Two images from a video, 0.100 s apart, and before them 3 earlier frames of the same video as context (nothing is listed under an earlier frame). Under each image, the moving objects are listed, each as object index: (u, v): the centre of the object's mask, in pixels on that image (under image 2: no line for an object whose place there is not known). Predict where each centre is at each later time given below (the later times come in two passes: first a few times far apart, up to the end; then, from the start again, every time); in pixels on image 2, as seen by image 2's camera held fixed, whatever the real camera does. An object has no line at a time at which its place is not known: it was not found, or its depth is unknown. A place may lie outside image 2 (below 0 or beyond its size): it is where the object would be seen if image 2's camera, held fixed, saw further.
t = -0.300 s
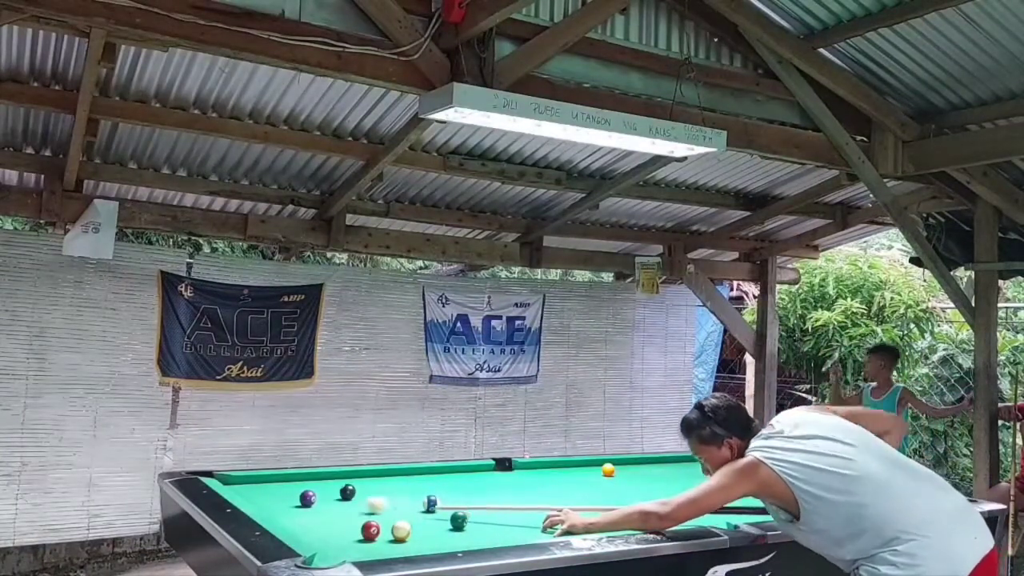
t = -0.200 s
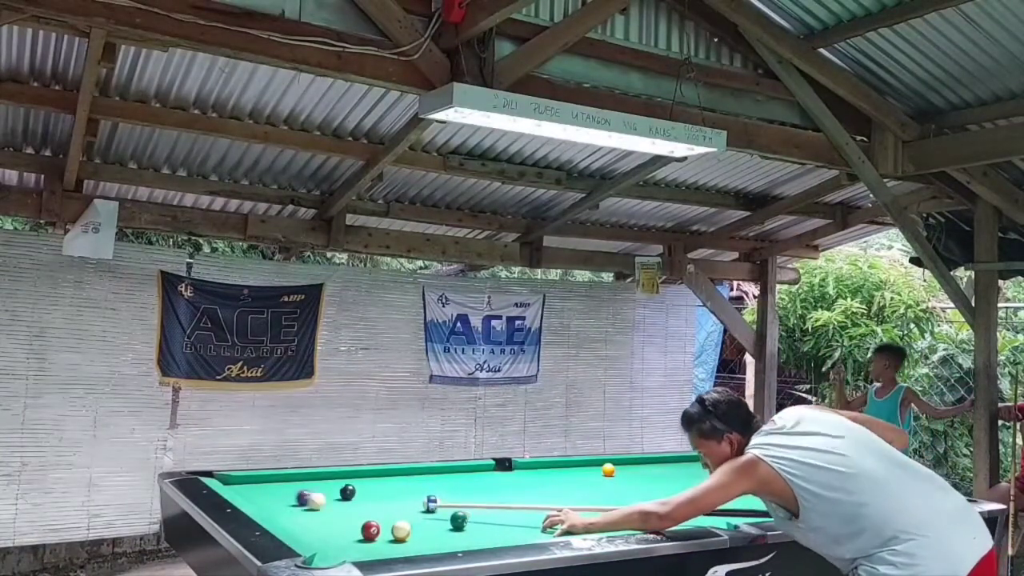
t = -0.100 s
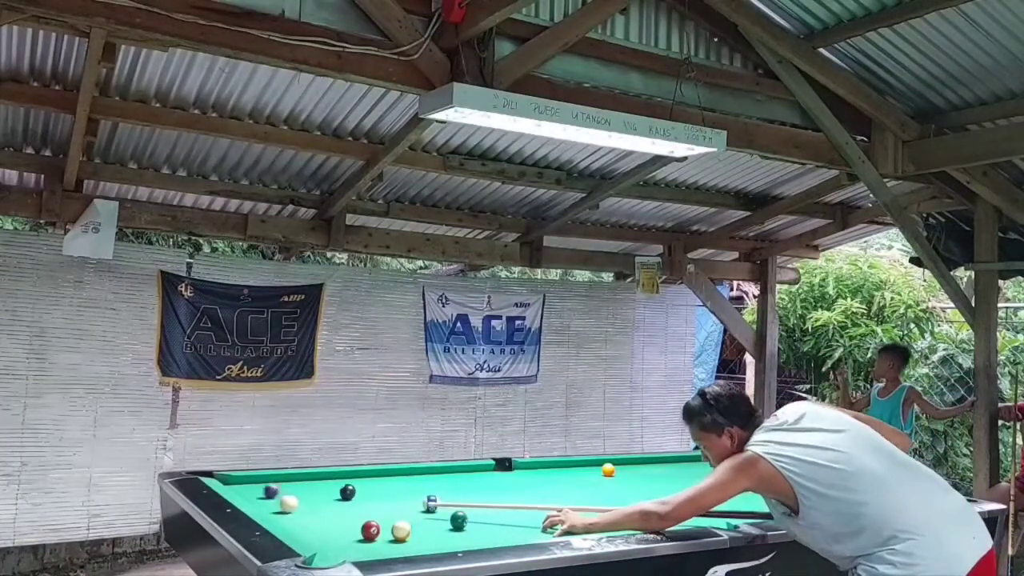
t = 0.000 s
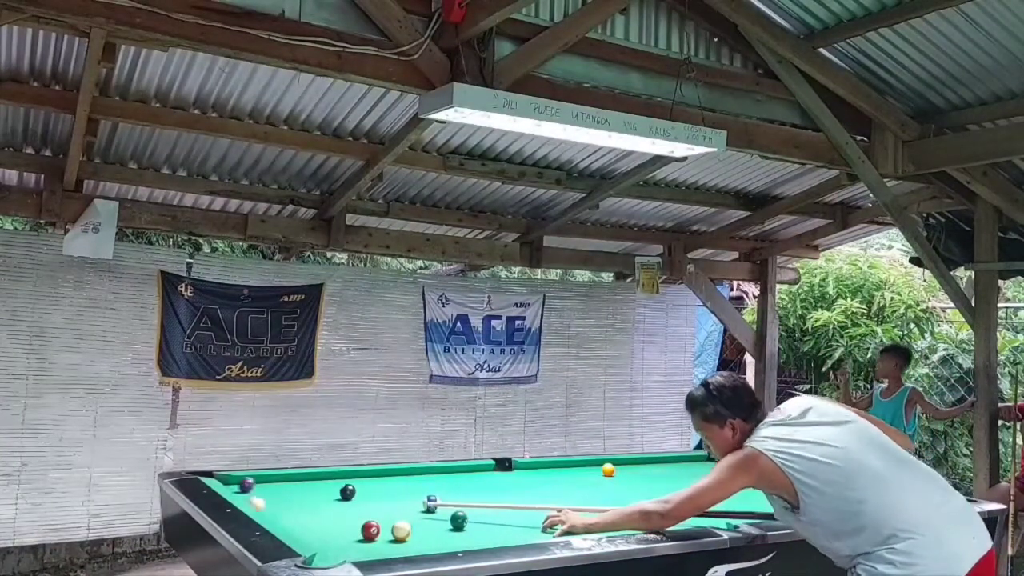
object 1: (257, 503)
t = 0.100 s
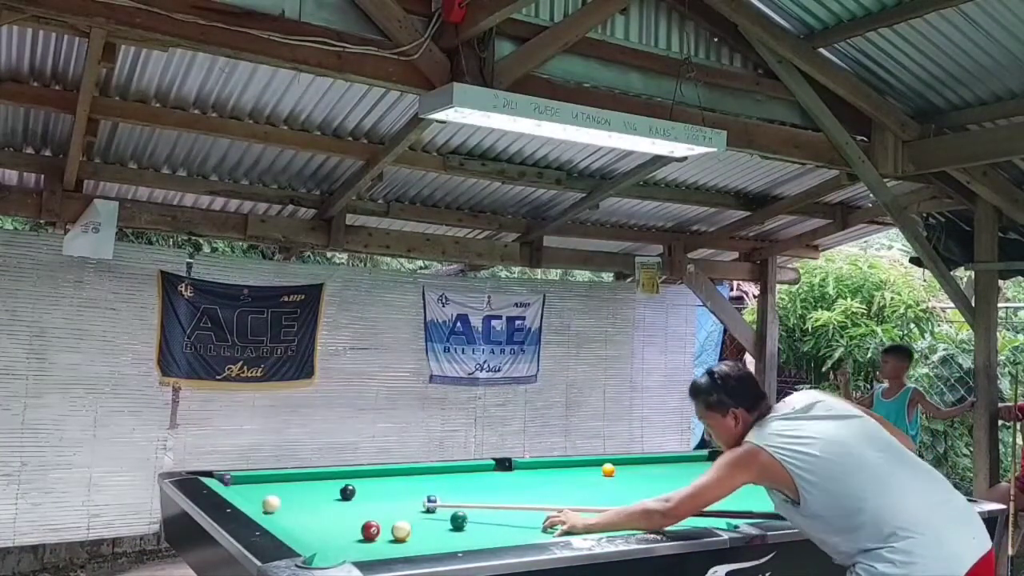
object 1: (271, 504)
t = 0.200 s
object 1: (286, 502)
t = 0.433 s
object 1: (319, 499)
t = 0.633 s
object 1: (345, 497)
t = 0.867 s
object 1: (372, 494)
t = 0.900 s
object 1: (376, 494)
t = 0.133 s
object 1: (276, 503)
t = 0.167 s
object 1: (281, 503)
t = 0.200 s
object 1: (286, 502)
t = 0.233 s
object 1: (291, 502)
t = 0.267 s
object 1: (296, 501)
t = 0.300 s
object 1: (300, 501)
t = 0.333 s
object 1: (305, 500)
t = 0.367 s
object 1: (310, 500)
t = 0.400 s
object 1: (314, 500)
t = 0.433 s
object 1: (319, 499)
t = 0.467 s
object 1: (323, 499)
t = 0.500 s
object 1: (327, 498)
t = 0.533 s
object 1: (331, 498)
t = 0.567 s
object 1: (336, 497)
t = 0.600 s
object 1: (340, 497)
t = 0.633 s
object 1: (345, 497)
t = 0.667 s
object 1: (349, 496)
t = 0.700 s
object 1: (353, 496)
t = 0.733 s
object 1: (357, 496)
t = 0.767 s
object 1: (361, 495)
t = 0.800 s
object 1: (365, 495)
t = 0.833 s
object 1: (369, 495)
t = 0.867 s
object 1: (372, 494)
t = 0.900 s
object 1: (376, 494)
